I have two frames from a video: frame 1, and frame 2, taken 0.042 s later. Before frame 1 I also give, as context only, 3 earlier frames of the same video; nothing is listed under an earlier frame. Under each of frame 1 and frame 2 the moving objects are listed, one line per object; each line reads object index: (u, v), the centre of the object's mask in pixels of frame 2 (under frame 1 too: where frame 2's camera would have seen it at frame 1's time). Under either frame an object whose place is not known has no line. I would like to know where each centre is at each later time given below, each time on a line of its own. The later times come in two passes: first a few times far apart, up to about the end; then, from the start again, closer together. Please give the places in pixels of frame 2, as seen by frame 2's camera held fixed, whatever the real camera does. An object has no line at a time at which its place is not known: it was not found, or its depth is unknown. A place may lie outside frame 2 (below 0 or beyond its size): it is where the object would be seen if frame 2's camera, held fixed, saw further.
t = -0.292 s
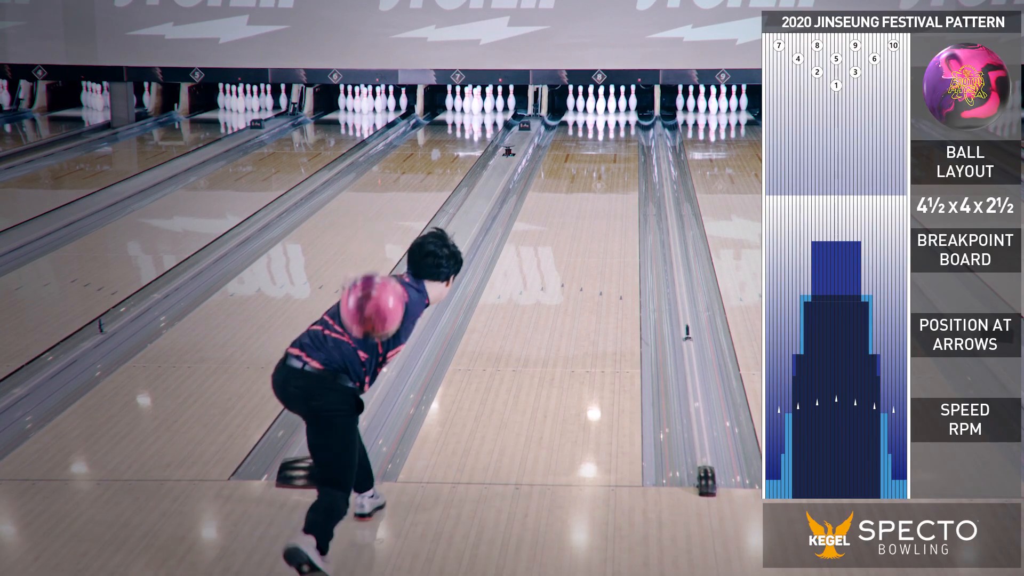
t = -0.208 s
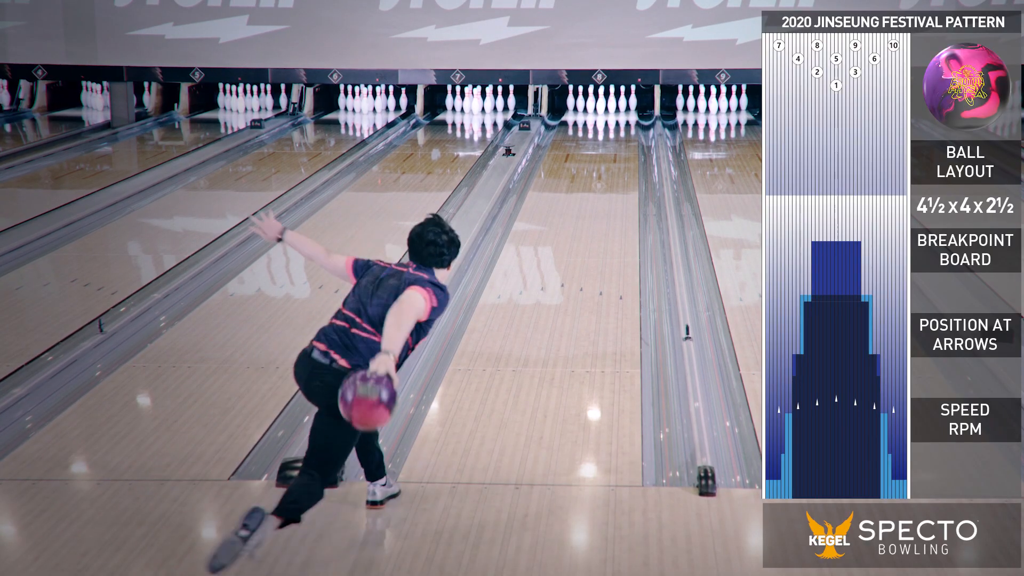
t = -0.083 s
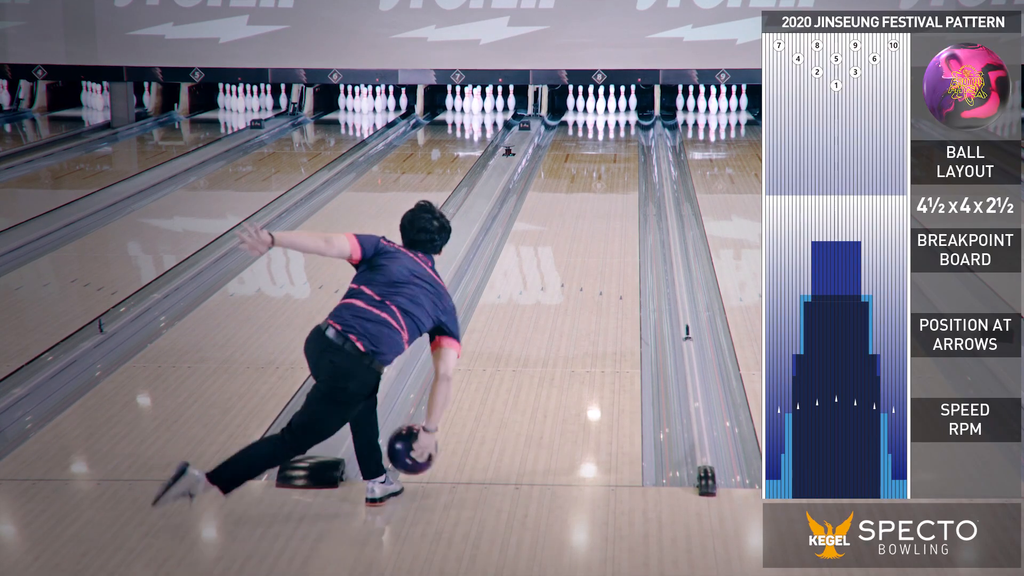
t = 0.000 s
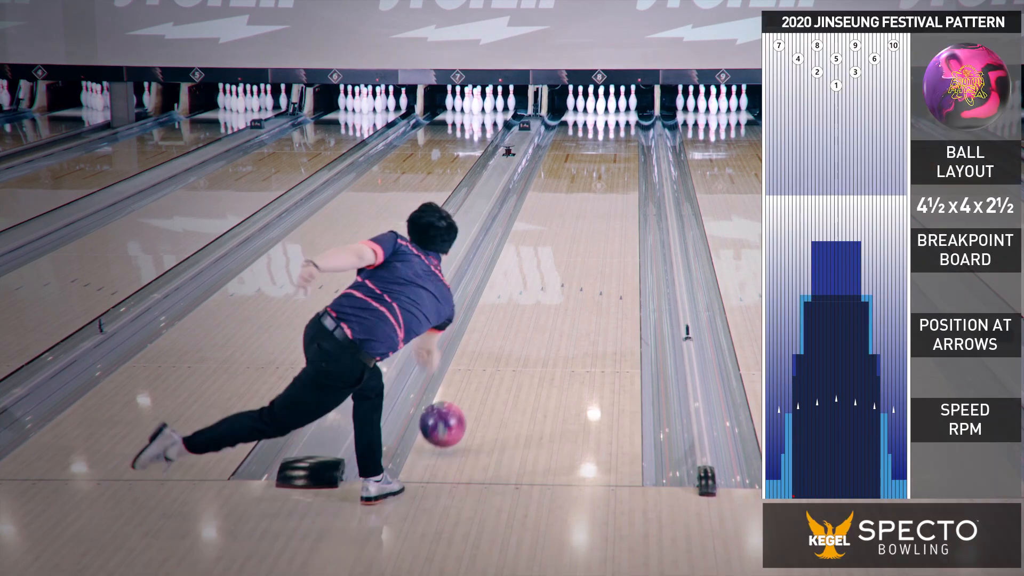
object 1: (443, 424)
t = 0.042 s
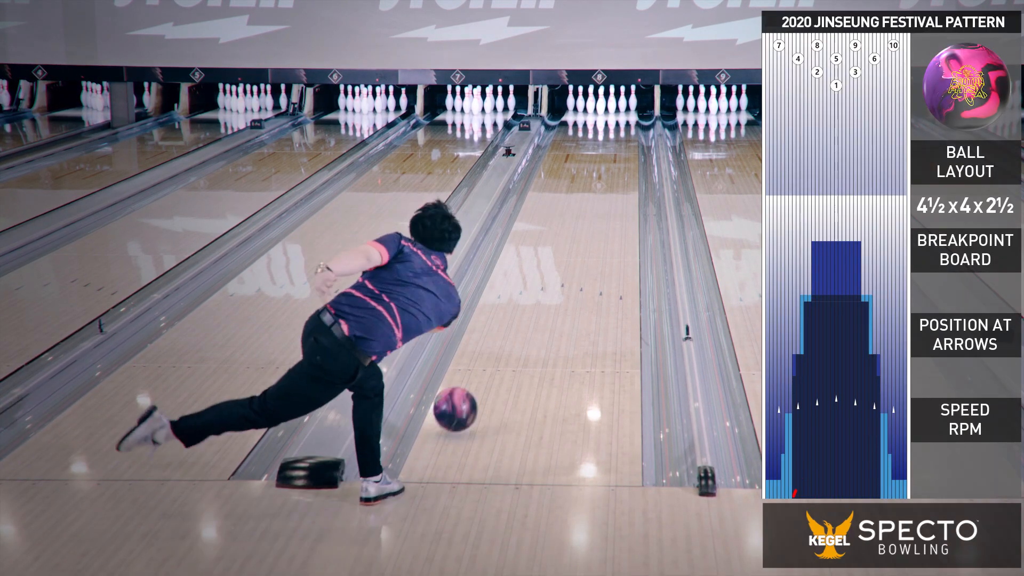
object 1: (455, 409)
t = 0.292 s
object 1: (514, 333)
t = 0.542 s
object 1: (554, 277)
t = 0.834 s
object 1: (587, 230)
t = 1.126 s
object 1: (609, 195)
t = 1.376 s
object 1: (622, 171)
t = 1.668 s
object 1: (630, 150)
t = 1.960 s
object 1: (630, 132)
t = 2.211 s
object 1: (621, 120)
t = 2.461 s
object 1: (607, 110)
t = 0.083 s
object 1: (467, 398)
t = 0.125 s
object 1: (478, 383)
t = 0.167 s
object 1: (488, 369)
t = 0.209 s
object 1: (497, 356)
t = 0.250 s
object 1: (506, 344)
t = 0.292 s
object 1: (514, 333)
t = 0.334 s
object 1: (522, 323)
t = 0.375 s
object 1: (529, 313)
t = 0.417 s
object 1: (538, 307)
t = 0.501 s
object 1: (548, 285)
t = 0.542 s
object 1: (554, 277)
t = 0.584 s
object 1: (559, 270)
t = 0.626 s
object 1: (565, 262)
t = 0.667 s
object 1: (569, 256)
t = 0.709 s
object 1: (574, 249)
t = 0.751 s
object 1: (578, 242)
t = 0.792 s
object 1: (583, 236)
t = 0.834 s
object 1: (587, 230)
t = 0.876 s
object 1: (590, 224)
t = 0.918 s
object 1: (594, 218)
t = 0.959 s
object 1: (597, 213)
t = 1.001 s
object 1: (600, 208)
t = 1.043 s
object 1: (603, 204)
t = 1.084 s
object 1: (606, 199)
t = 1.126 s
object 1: (609, 195)
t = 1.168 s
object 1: (612, 190)
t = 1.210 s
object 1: (614, 186)
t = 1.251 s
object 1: (616, 182)
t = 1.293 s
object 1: (618, 179)
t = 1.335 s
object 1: (620, 174)
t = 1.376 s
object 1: (622, 171)
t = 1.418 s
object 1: (623, 168)
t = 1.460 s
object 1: (625, 164)
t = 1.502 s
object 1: (626, 162)
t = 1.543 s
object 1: (627, 158)
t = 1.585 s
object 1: (628, 155)
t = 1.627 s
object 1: (629, 152)
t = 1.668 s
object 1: (630, 150)
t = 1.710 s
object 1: (630, 147)
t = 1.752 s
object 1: (631, 144)
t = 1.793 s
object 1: (631, 142)
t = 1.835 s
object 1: (631, 139)
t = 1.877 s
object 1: (630, 137)
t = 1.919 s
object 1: (630, 134)
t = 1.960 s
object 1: (630, 132)
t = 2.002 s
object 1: (628, 130)
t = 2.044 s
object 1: (627, 128)
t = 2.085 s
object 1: (626, 126)
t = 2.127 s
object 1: (624, 124)
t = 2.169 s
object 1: (623, 122)
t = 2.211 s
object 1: (621, 120)
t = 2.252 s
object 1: (618, 118)
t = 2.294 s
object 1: (616, 117)
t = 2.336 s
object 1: (614, 115)
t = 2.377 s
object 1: (612, 113)
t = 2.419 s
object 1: (610, 111)
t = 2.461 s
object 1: (607, 110)
